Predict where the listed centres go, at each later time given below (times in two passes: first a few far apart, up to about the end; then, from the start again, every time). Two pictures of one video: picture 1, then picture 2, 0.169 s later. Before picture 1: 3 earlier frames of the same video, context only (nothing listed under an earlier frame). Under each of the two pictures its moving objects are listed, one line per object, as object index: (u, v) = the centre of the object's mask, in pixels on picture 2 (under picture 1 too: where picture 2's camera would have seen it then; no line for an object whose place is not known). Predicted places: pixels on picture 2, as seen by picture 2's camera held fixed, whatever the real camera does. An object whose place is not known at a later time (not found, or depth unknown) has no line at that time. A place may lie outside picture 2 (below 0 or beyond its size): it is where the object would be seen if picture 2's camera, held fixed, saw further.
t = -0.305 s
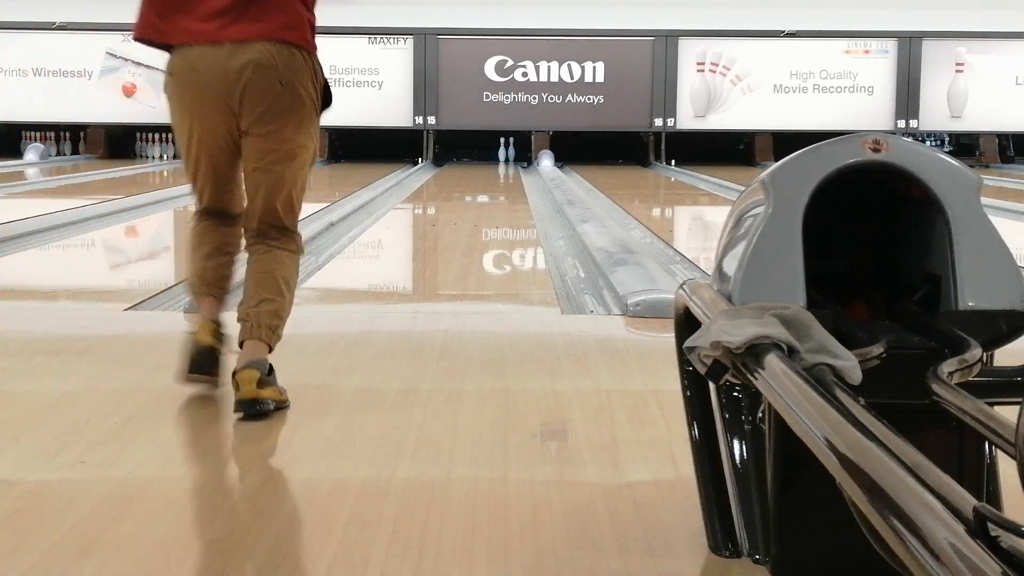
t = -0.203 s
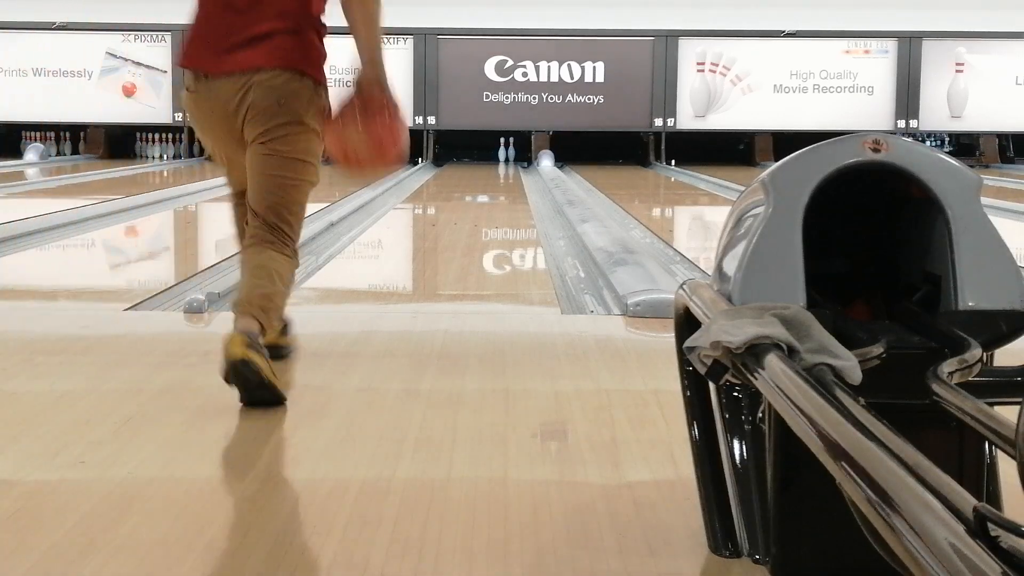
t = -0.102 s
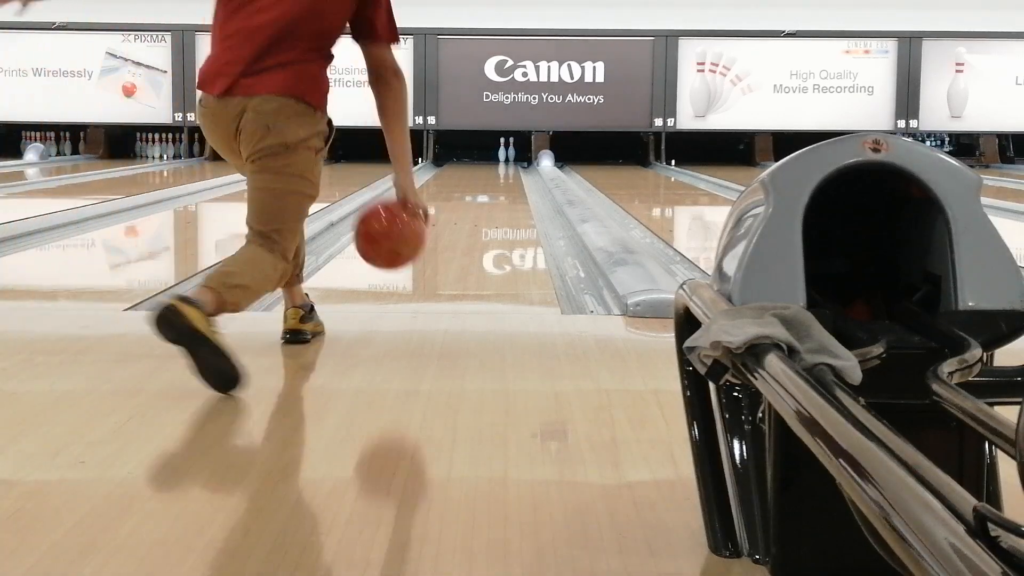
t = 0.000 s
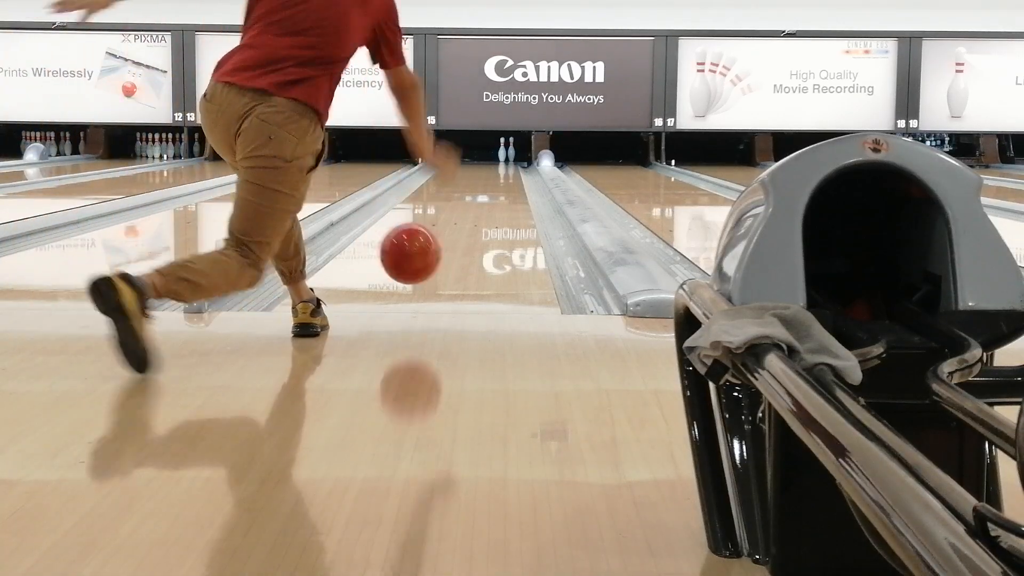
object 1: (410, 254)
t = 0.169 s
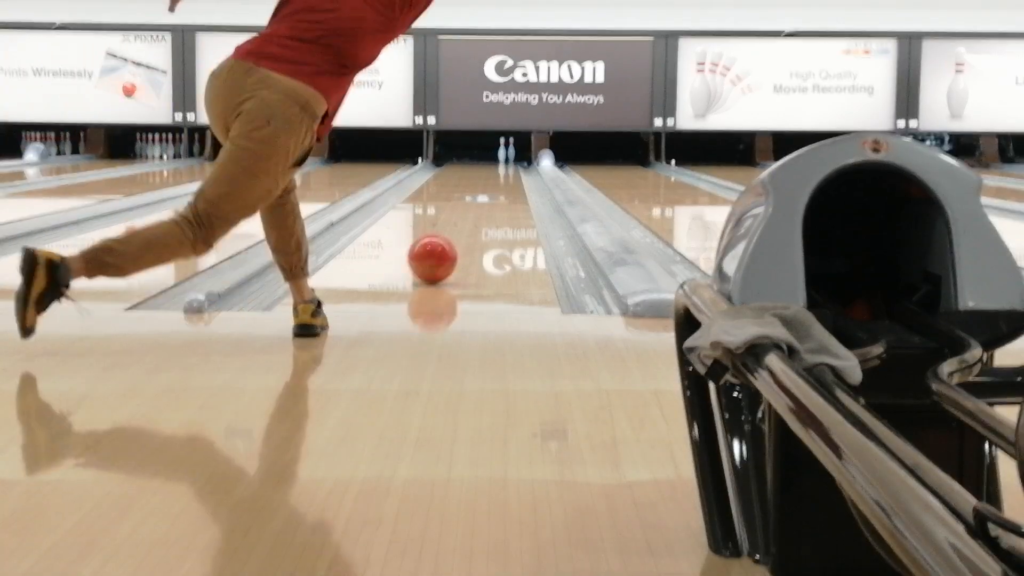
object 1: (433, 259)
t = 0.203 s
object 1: (435, 253)
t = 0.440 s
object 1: (454, 226)
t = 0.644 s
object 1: (464, 210)
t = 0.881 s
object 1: (472, 196)
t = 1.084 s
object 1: (477, 187)
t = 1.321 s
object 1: (482, 179)
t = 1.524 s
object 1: (485, 173)
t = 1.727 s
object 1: (487, 169)
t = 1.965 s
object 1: (489, 164)
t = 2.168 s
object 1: (490, 161)
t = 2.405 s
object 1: (490, 158)
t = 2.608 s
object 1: (489, 155)
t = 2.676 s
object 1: (488, 155)
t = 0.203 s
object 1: (435, 253)
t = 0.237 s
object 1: (439, 249)
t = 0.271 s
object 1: (441, 244)
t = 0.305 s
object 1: (444, 240)
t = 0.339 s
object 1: (447, 236)
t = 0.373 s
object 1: (449, 232)
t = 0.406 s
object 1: (452, 229)
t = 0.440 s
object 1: (454, 226)
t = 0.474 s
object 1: (456, 223)
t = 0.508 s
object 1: (458, 219)
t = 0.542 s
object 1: (459, 217)
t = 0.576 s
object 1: (461, 214)
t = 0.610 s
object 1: (462, 212)
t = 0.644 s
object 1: (464, 210)
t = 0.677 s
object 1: (465, 207)
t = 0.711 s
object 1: (467, 205)
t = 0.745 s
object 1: (468, 203)
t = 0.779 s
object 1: (469, 201)
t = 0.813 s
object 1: (470, 199)
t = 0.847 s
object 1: (471, 197)
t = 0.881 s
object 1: (472, 196)
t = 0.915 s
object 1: (473, 194)
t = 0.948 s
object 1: (474, 192)
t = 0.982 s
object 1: (475, 191)
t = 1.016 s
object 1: (476, 189)
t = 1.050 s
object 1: (477, 188)
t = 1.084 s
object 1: (477, 187)
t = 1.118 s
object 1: (478, 185)
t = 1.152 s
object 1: (479, 184)
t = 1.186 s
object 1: (479, 184)
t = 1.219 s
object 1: (480, 182)
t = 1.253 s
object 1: (481, 181)
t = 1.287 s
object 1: (481, 180)
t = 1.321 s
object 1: (482, 179)
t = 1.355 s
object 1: (482, 178)
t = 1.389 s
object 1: (483, 177)
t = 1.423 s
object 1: (484, 176)
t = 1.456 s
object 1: (484, 175)
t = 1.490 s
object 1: (484, 174)
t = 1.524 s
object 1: (485, 173)
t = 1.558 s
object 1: (485, 172)
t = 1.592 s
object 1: (486, 171)
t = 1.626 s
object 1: (486, 171)
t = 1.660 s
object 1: (486, 170)
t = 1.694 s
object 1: (487, 169)
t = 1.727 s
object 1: (487, 169)
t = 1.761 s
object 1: (487, 168)
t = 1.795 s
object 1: (488, 167)
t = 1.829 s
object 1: (488, 167)
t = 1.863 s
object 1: (489, 166)
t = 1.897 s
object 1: (489, 165)
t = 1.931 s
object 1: (489, 165)
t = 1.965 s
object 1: (489, 164)
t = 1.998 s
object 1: (489, 164)
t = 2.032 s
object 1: (489, 163)
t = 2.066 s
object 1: (490, 162)
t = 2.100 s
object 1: (490, 162)
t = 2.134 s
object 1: (490, 161)
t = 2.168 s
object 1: (490, 161)
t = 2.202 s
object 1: (490, 161)
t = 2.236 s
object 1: (490, 160)
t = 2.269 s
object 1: (490, 160)
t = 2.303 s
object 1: (490, 159)
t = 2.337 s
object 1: (490, 158)
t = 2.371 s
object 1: (490, 158)
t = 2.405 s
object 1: (490, 158)
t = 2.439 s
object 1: (490, 157)
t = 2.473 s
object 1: (489, 157)
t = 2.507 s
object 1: (489, 157)
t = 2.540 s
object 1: (489, 156)
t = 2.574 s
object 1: (489, 156)
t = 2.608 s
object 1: (489, 155)
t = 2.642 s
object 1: (488, 155)
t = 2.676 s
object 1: (488, 155)
